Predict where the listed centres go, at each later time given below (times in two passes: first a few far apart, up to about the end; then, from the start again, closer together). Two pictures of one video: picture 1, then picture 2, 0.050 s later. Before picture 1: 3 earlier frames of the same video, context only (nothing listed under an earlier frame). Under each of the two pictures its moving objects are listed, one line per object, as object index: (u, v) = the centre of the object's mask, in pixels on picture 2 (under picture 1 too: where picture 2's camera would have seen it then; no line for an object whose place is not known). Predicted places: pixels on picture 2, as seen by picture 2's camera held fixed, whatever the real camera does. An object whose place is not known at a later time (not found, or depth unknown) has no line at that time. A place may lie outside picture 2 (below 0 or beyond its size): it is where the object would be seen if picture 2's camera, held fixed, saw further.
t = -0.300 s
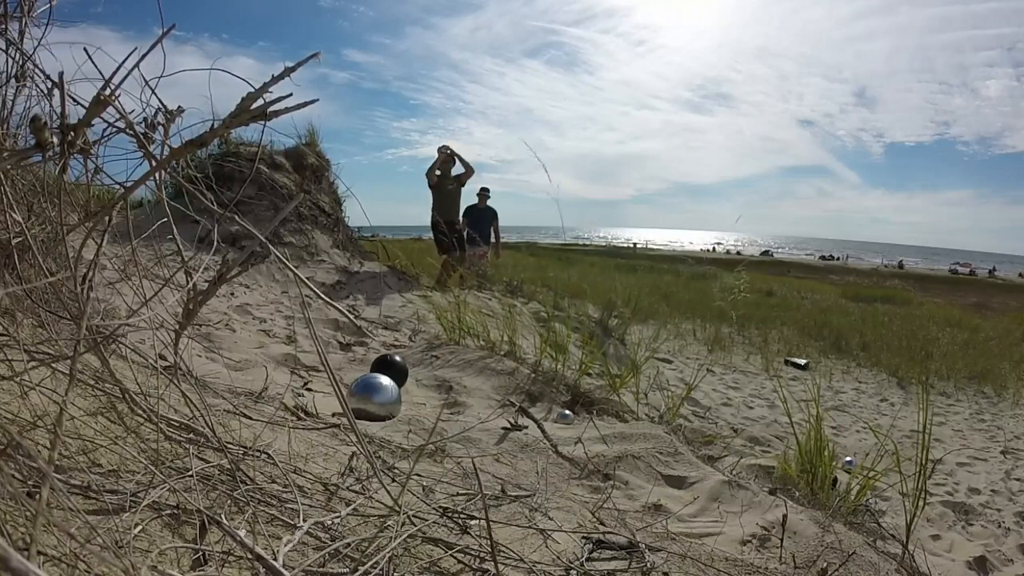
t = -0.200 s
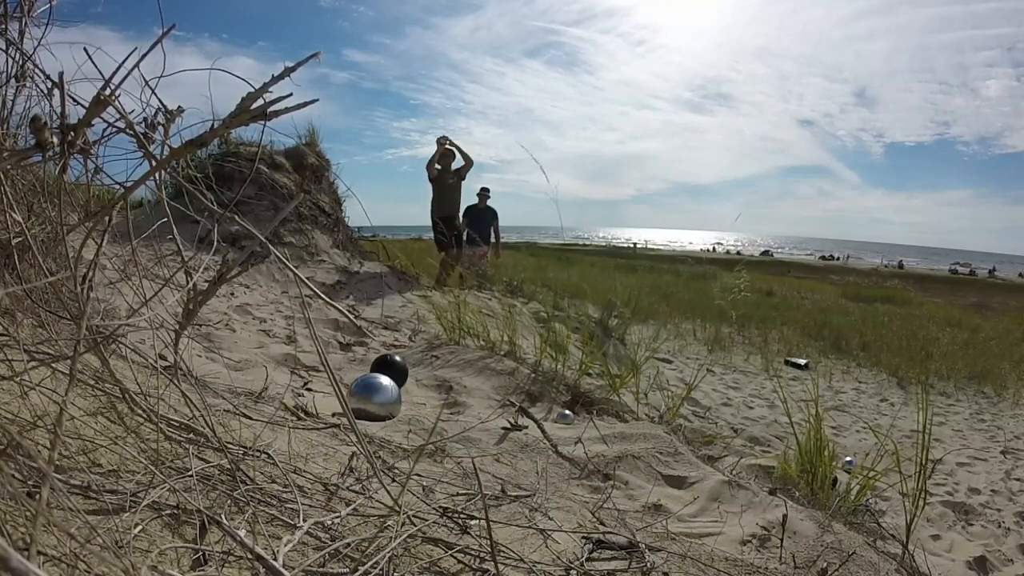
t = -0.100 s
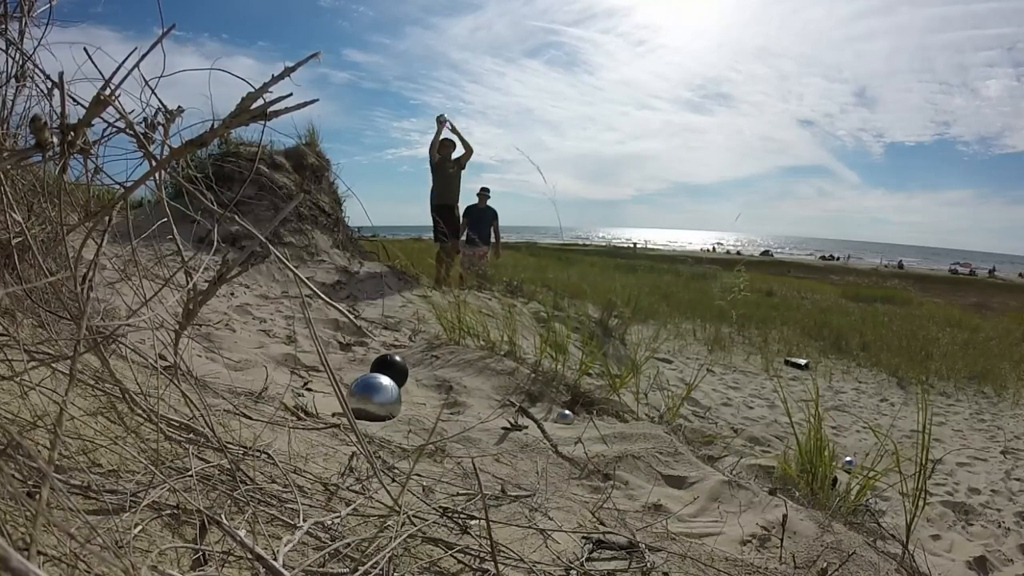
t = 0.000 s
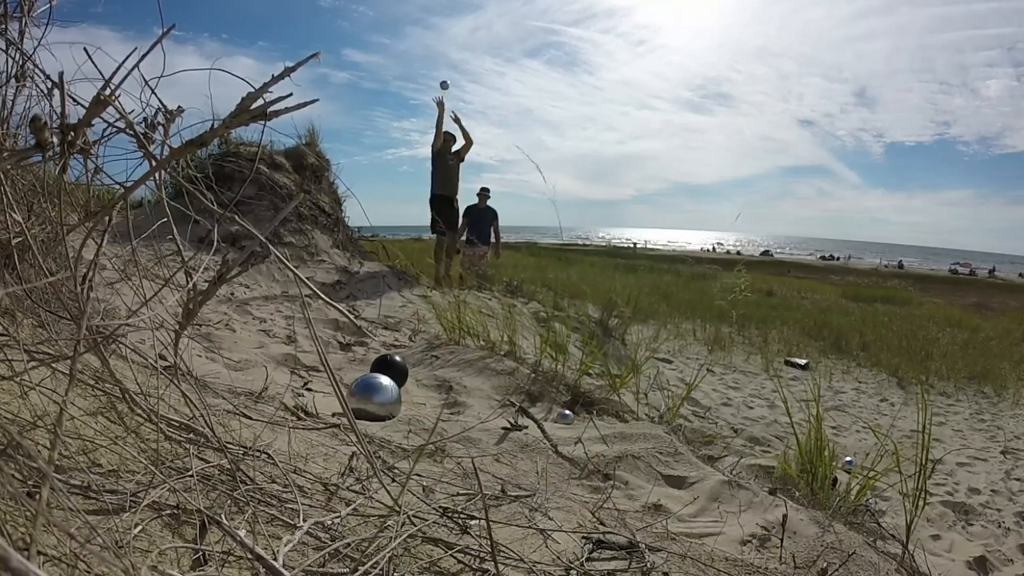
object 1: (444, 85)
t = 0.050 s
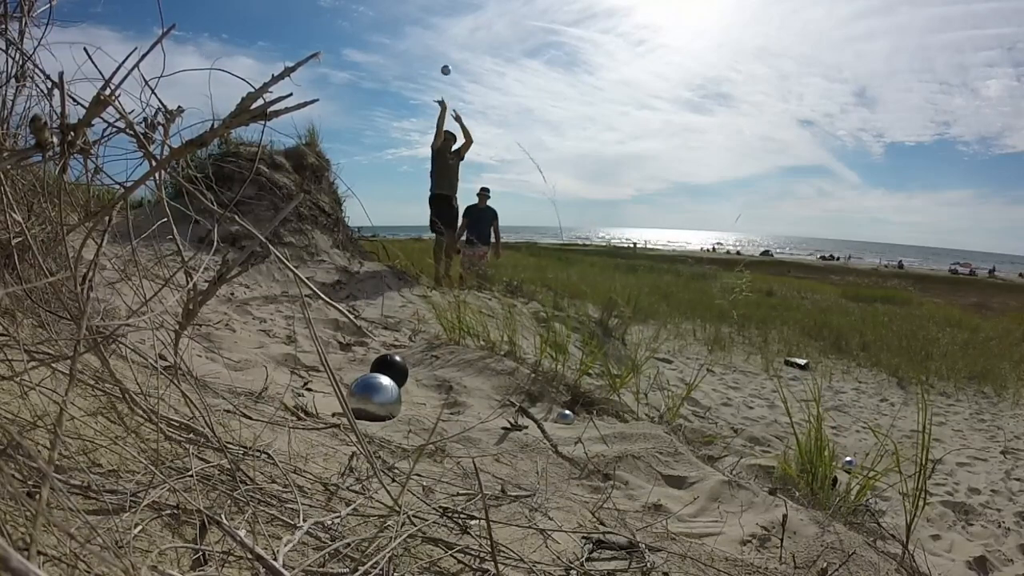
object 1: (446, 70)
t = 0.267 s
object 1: (452, 19)
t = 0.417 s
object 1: (457, 5)
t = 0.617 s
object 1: (466, 34)
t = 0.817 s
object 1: (491, 300)
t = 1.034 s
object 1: (521, 403)
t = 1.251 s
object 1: (510, 409)
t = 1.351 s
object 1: (510, 408)
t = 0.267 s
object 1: (452, 19)
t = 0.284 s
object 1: (452, 17)
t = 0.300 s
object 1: (453, 14)
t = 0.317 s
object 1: (454, 12)
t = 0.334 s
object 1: (454, 10)
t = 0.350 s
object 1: (455, 8)
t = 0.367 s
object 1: (455, 6)
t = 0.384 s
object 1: (456, 6)
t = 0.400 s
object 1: (457, 5)
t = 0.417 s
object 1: (457, 5)
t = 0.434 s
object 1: (458, 5)
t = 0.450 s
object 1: (458, 5)
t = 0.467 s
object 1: (459, 5)
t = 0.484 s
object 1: (459, 6)
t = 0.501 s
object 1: (460, 7)
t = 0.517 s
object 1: (461, 8)
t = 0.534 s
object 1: (462, 10)
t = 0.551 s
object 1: (462, 13)
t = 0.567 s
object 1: (463, 17)
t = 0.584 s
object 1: (464, 22)
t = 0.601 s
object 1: (465, 27)
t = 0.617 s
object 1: (466, 34)
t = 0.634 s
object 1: (467, 42)
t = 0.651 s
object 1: (468, 51)
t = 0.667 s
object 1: (469, 62)
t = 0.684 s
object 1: (470, 74)
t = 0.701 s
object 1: (472, 89)
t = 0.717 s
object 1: (473, 107)
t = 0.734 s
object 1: (475, 127)
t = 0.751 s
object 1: (478, 152)
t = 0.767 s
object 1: (480, 181)
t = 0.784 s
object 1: (483, 214)
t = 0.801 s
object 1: (485, 253)
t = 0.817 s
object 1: (491, 300)
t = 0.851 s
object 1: (498, 403)
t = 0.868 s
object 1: (509, 399)
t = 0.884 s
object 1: (512, 397)
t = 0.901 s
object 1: (510, 405)
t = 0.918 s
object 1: (514, 399)
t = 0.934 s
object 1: (515, 398)
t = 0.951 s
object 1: (516, 398)
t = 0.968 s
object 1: (518, 397)
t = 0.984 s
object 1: (519, 398)
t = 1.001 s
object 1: (520, 400)
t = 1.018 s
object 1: (521, 401)
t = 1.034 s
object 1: (521, 403)
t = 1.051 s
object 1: (516, 408)
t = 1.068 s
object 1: (516, 409)
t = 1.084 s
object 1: (515, 409)
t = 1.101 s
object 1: (513, 409)
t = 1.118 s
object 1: (512, 409)
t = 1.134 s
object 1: (511, 409)
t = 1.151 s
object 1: (511, 409)
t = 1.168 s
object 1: (511, 409)
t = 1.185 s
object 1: (510, 409)
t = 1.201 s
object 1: (510, 409)
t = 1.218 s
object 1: (510, 409)
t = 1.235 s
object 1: (510, 409)
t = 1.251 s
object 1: (510, 409)
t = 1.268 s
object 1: (510, 409)
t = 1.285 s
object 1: (510, 408)
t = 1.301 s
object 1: (510, 408)
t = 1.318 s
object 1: (510, 408)
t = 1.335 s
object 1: (510, 408)
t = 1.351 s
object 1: (510, 408)
